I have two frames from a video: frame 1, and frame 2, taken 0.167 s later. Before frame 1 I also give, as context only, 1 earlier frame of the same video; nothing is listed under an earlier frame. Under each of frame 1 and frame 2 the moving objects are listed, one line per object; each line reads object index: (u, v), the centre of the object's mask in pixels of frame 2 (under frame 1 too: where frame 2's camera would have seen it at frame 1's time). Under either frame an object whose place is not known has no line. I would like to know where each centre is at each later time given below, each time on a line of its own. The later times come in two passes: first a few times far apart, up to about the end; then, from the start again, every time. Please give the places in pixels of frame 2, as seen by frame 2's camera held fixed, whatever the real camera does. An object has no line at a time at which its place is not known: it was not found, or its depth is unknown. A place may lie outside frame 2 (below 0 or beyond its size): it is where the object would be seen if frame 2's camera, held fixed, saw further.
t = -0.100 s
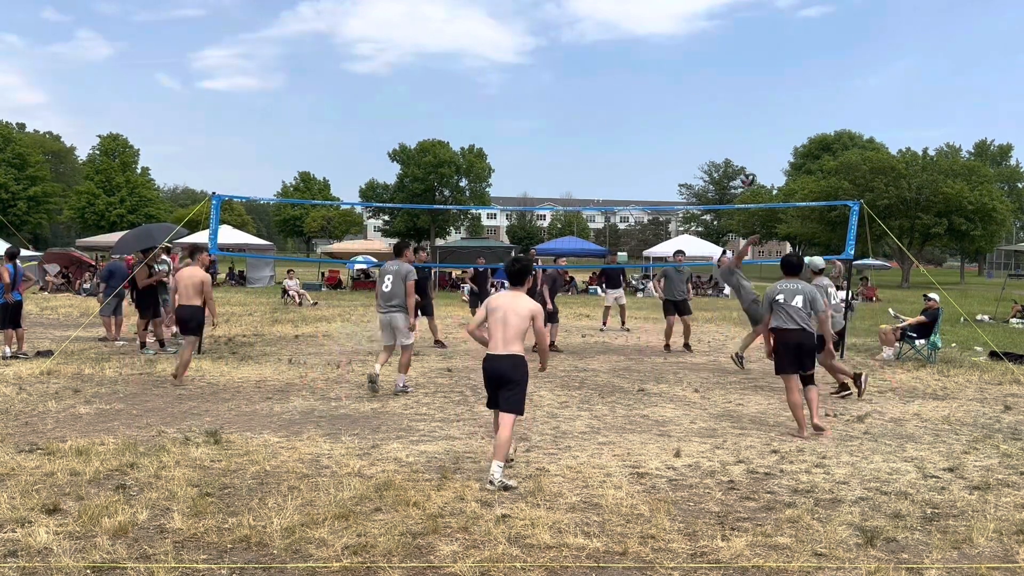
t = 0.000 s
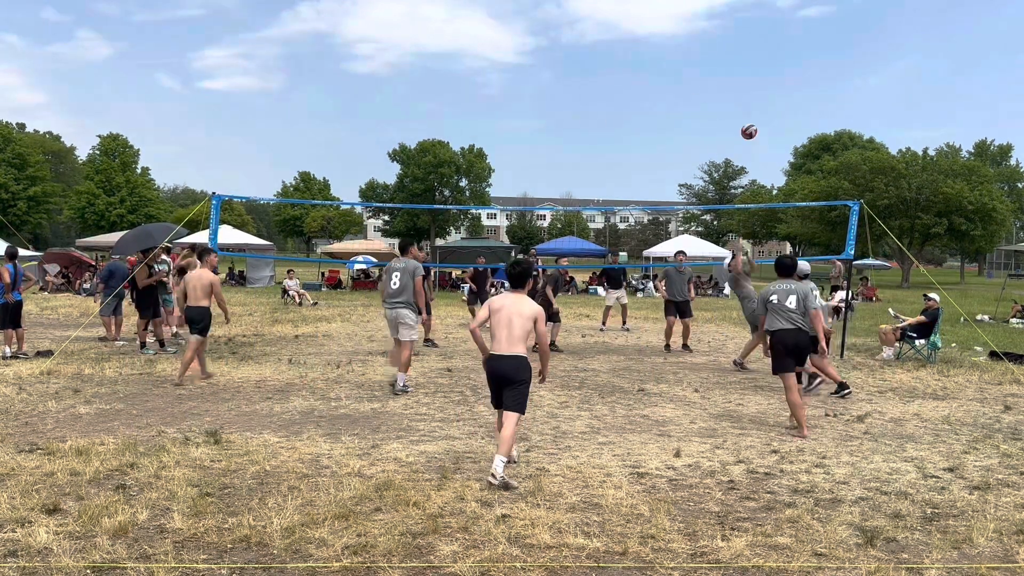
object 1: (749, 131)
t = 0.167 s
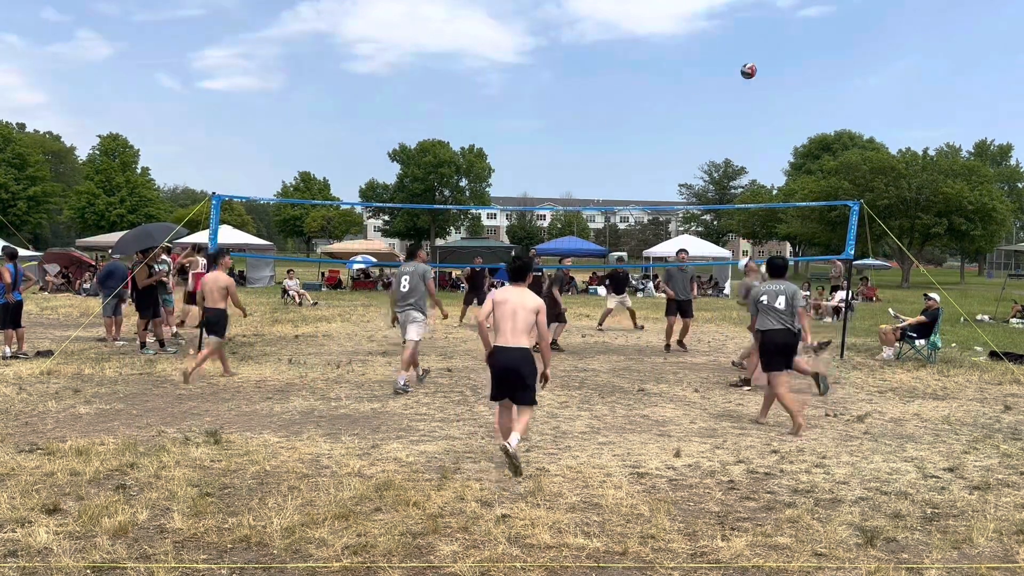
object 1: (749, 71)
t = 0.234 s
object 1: (748, 53)
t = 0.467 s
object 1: (743, 18)
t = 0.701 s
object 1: (734, 23)
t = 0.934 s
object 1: (724, 66)
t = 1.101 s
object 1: (715, 118)
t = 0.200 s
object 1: (748, 62)
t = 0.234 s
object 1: (748, 53)
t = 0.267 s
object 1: (747, 46)
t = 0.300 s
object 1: (746, 39)
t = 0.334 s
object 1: (746, 33)
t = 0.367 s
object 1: (745, 28)
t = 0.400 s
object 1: (744, 24)
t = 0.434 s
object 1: (743, 20)
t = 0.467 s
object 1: (743, 18)
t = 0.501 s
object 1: (741, 16)
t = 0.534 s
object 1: (740, 15)
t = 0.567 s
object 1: (739, 15)
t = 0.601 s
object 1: (738, 16)
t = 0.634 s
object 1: (737, 17)
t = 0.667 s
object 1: (736, 20)
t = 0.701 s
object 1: (734, 23)
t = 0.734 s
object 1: (733, 27)
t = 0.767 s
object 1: (731, 32)
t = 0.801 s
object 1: (730, 37)
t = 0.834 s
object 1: (729, 43)
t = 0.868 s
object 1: (727, 50)
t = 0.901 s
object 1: (725, 58)
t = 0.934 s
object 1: (724, 66)
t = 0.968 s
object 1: (722, 75)
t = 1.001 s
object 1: (720, 85)
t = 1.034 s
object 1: (719, 95)
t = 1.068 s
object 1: (717, 106)
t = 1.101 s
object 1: (715, 118)
